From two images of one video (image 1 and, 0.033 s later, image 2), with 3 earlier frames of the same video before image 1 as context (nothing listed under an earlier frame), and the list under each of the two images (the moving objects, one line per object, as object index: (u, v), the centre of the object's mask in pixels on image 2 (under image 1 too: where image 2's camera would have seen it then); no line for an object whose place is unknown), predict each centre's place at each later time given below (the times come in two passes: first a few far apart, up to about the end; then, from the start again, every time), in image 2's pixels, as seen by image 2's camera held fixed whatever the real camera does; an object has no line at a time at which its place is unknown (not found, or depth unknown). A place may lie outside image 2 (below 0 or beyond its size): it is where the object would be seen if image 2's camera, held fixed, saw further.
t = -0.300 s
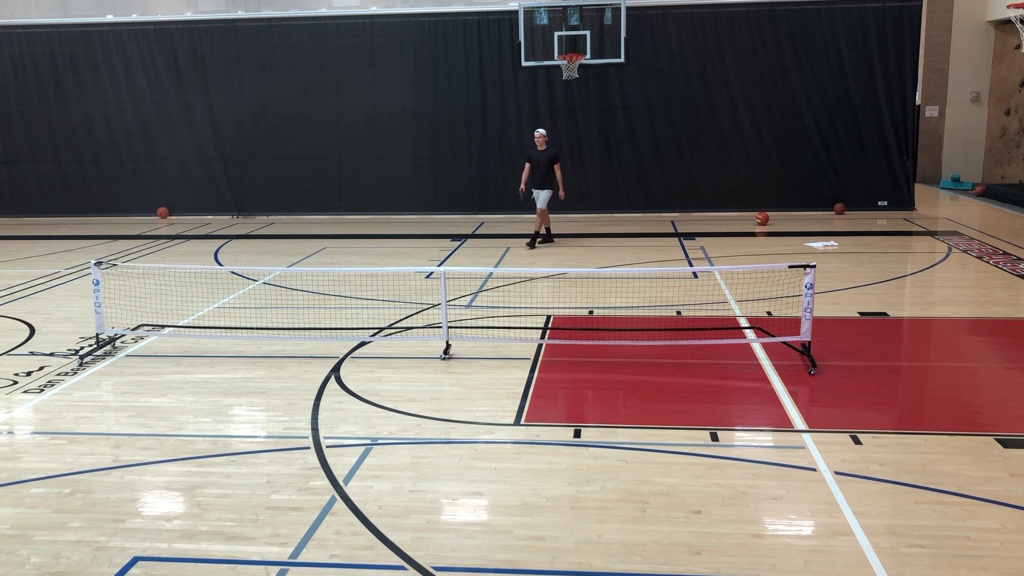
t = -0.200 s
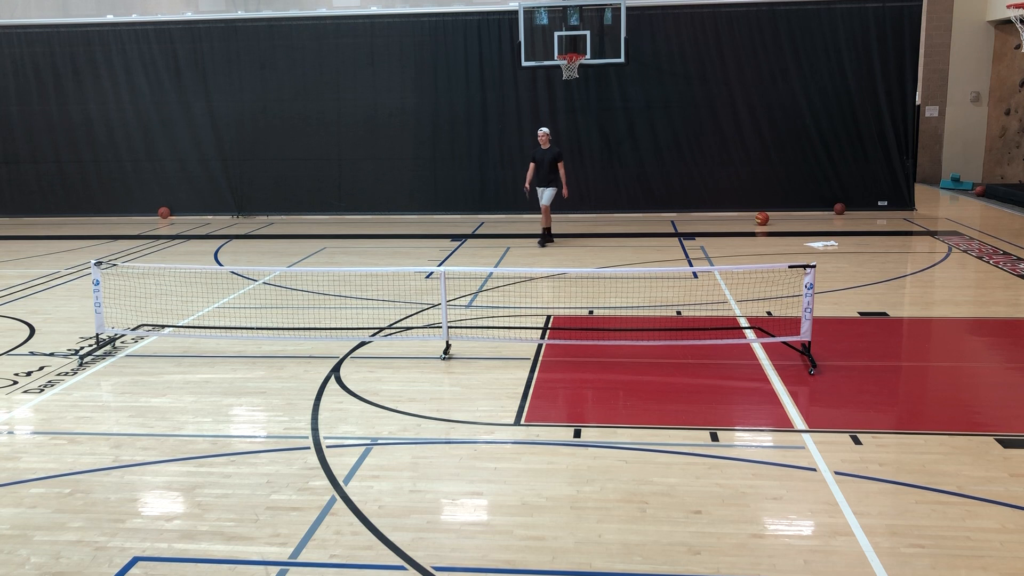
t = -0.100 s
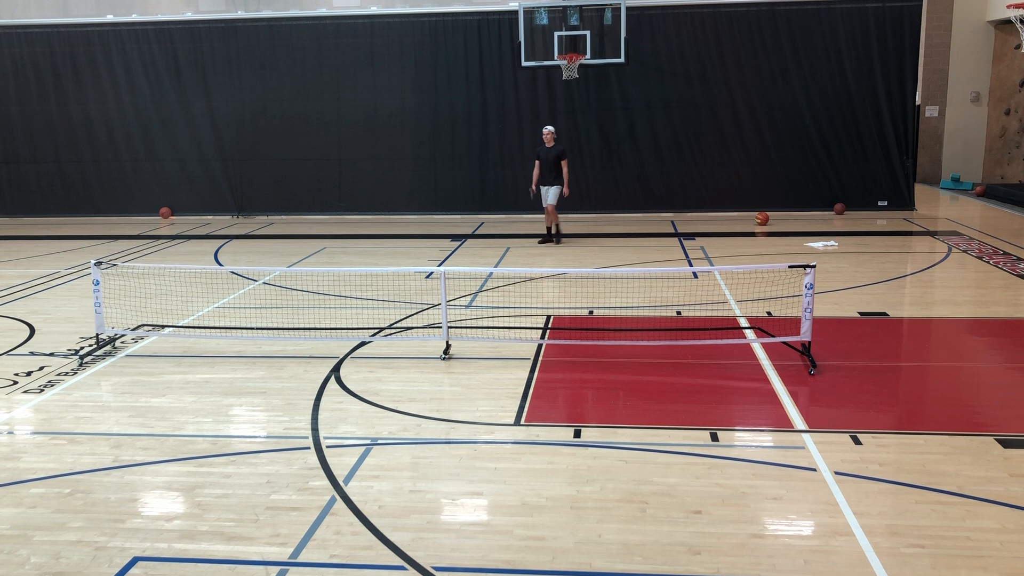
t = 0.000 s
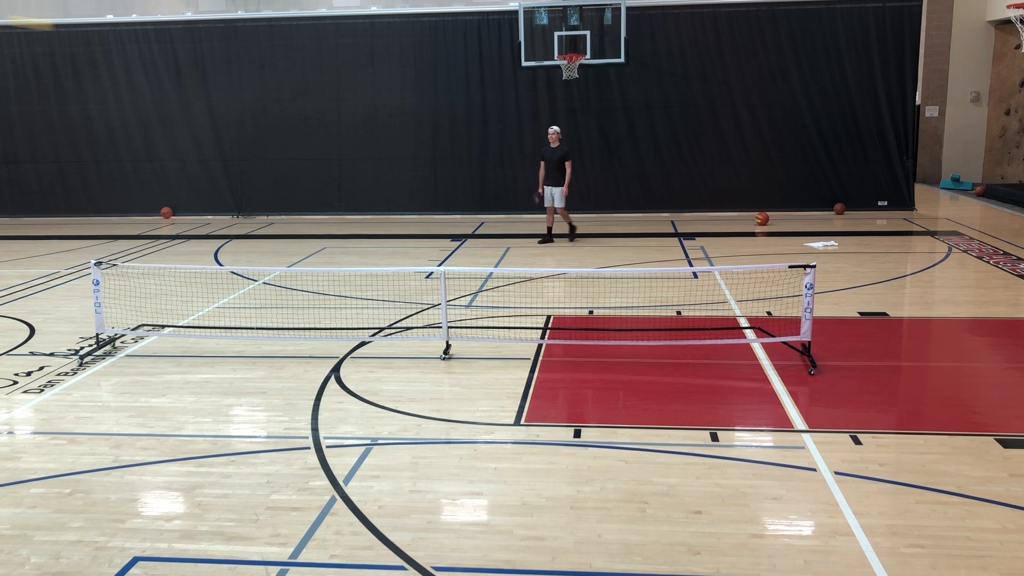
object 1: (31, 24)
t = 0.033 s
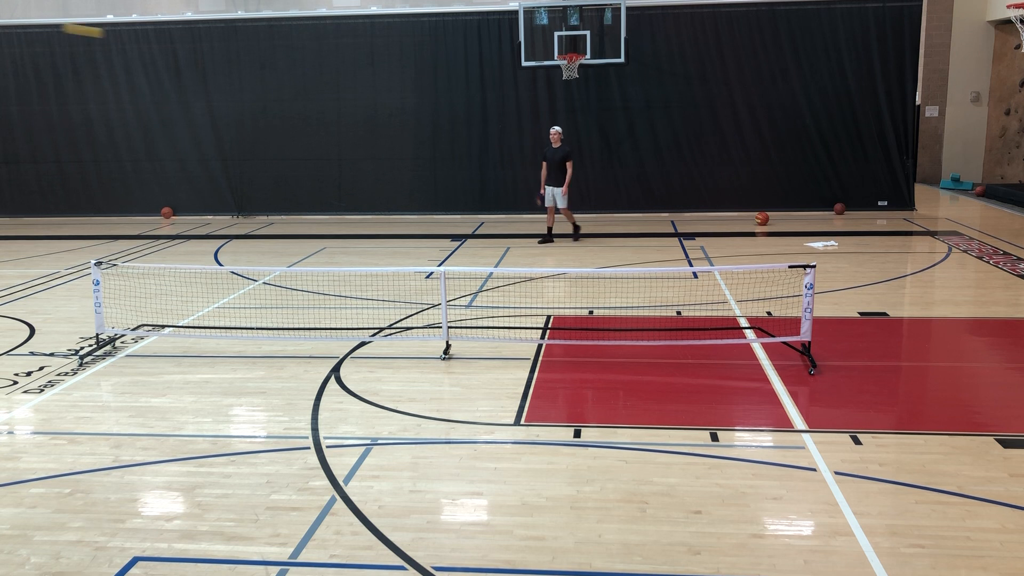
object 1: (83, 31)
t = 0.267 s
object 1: (314, 91)
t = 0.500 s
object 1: (432, 161)
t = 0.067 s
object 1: (128, 38)
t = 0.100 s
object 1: (169, 46)
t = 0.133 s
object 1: (204, 55)
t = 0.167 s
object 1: (236, 63)
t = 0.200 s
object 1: (264, 72)
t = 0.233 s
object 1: (290, 82)
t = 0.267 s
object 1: (314, 91)
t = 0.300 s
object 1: (335, 101)
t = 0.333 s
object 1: (355, 110)
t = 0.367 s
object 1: (373, 120)
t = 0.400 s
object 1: (390, 130)
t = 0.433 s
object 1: (405, 140)
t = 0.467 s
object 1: (419, 150)
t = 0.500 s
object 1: (432, 161)
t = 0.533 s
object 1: (445, 171)
